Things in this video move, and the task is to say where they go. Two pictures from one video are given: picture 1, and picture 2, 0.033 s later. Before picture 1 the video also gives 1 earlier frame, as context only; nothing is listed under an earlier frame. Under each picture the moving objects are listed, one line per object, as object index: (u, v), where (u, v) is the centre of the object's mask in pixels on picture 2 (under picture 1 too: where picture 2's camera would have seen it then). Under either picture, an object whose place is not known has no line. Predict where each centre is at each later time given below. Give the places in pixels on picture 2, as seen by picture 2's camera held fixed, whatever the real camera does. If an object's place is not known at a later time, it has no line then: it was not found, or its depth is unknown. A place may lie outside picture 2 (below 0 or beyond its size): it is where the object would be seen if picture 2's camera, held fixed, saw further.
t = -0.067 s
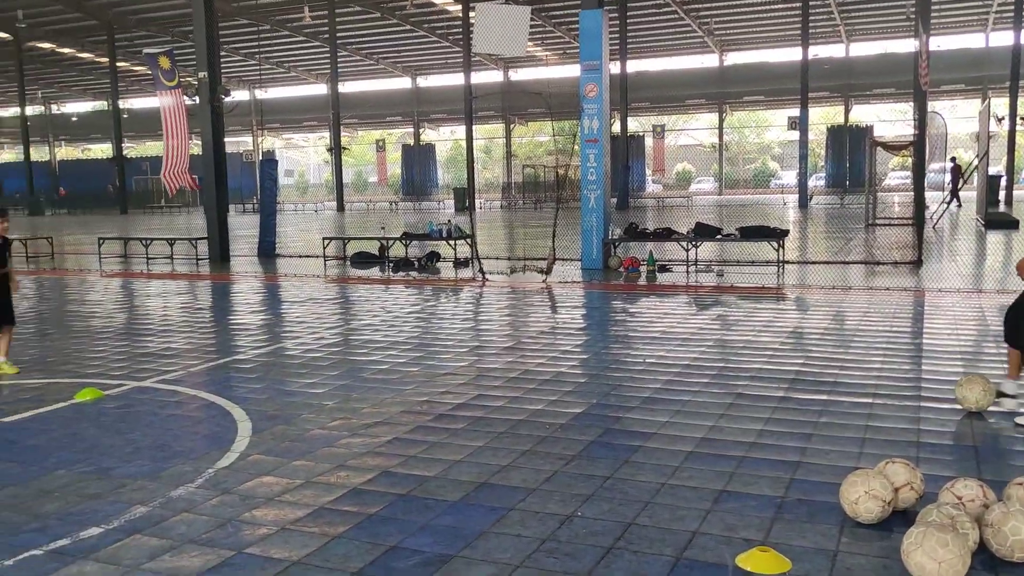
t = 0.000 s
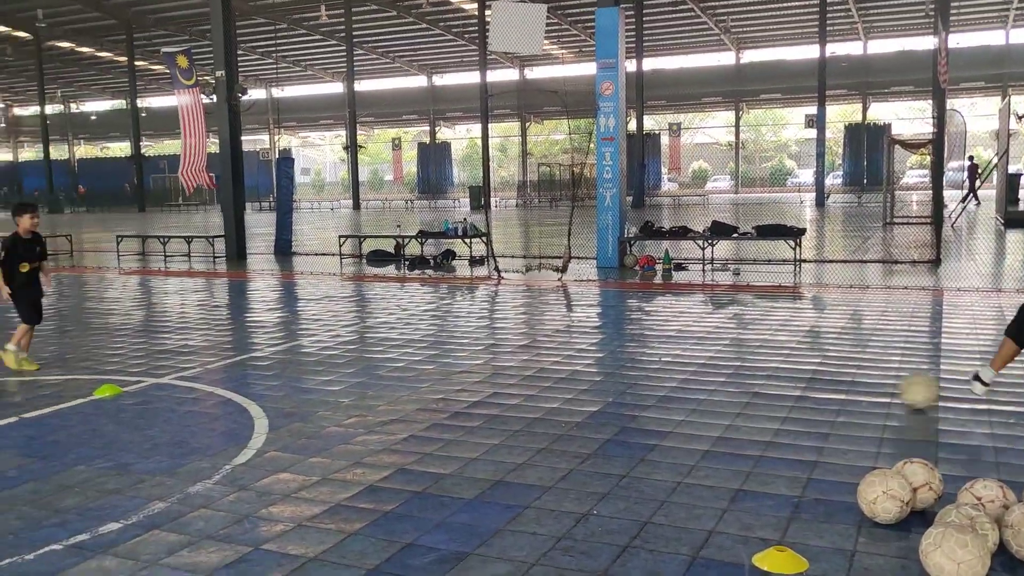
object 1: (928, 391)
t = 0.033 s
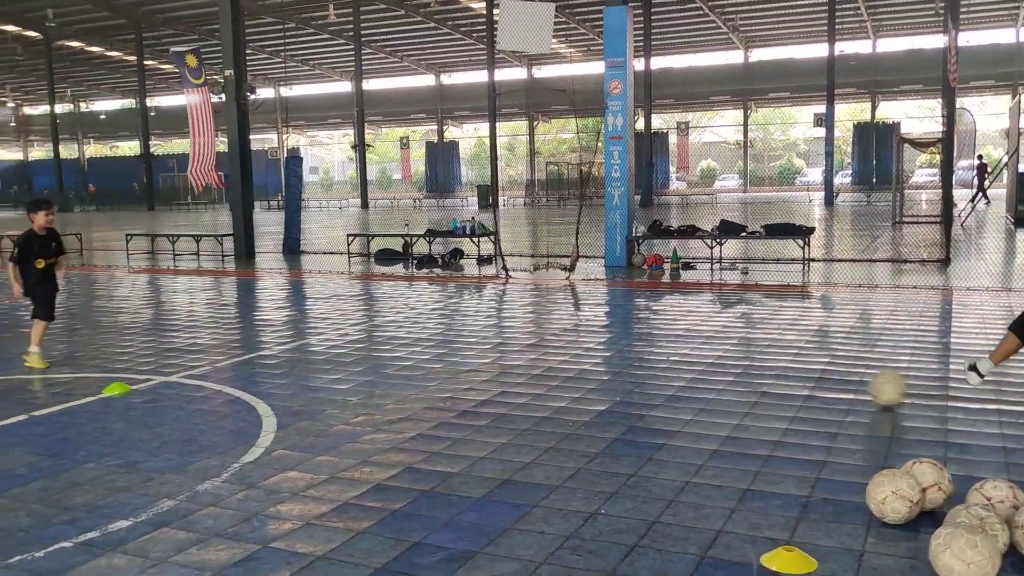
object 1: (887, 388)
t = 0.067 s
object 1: (849, 387)
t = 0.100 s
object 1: (813, 386)
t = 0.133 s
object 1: (779, 384)
